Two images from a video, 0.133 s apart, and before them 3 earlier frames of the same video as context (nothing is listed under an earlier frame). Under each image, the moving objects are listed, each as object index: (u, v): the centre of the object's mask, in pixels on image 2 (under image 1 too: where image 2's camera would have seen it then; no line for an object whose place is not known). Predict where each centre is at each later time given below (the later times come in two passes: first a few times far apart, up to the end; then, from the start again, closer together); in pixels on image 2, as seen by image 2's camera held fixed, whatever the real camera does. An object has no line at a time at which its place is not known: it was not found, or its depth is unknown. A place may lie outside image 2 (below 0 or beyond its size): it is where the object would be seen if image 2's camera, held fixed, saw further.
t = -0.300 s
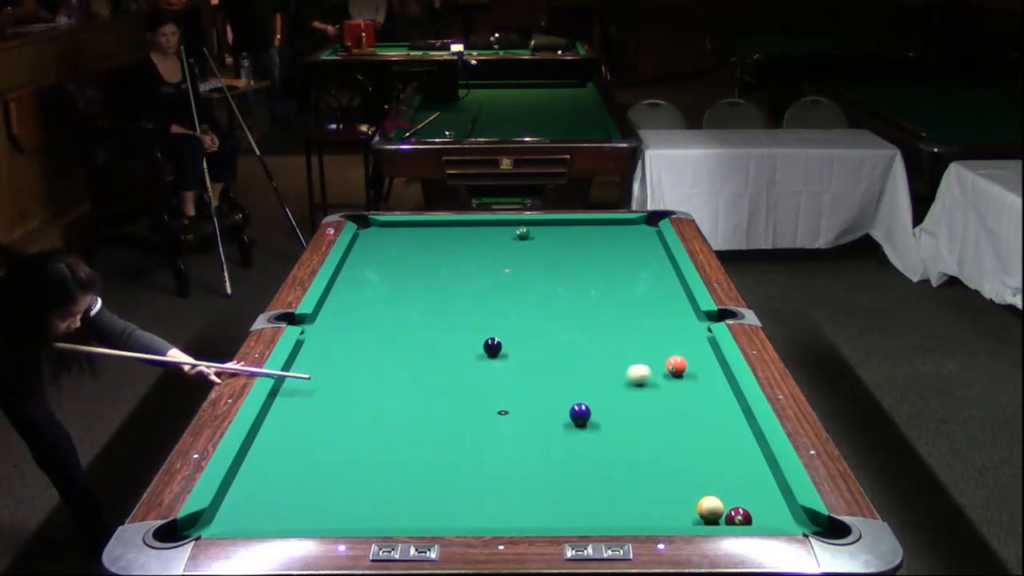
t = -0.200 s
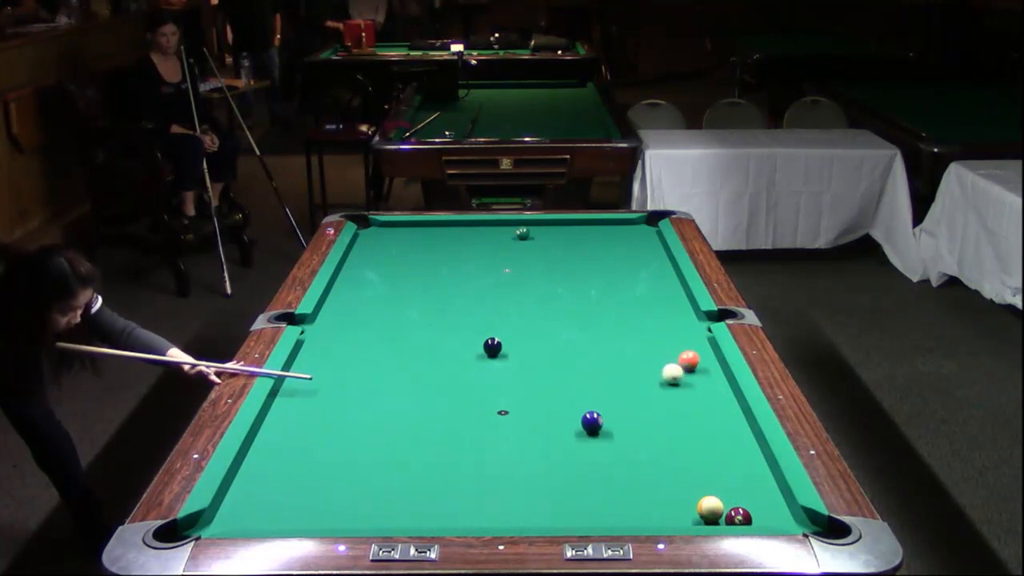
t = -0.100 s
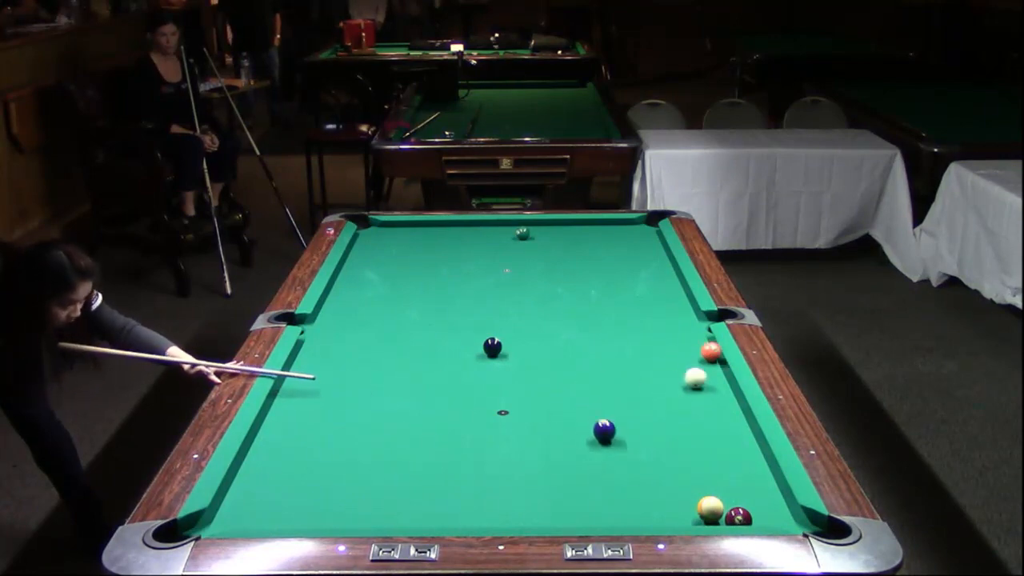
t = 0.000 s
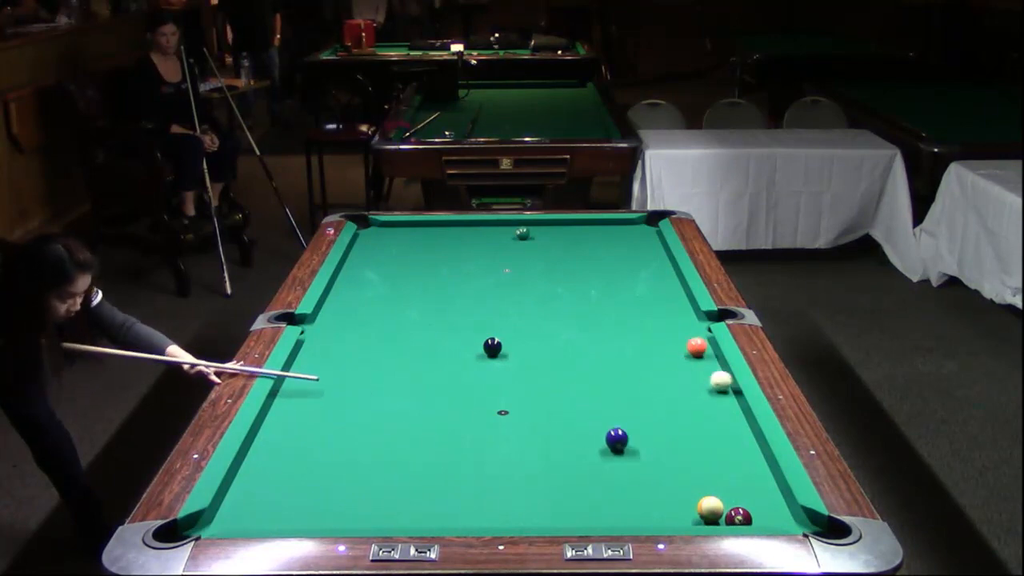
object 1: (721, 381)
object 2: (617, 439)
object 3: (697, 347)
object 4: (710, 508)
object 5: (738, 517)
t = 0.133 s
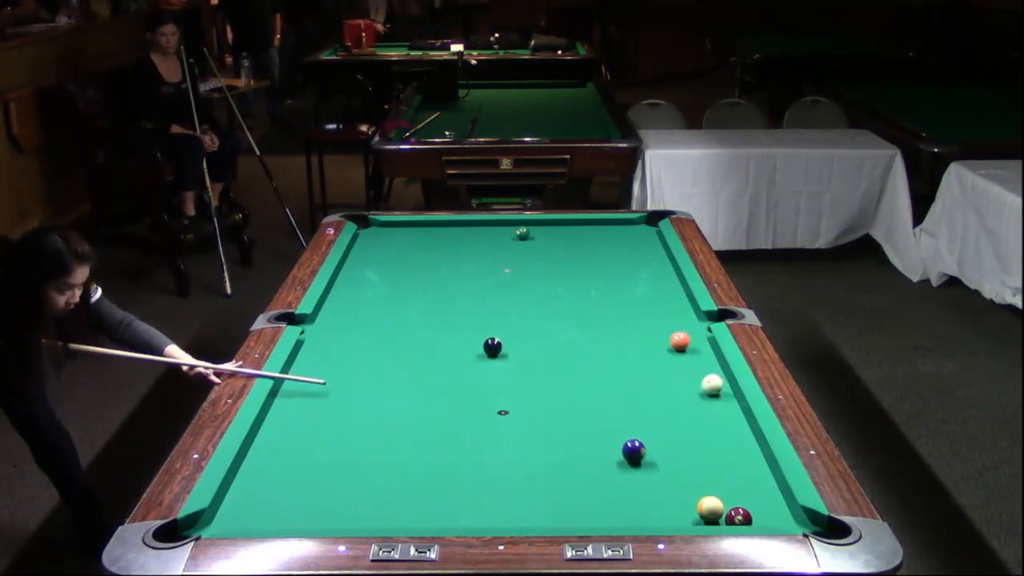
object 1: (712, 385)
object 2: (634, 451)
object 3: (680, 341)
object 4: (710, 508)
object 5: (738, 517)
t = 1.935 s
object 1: (521, 423)
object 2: (753, 509)
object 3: (514, 285)
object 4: (679, 511)
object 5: (789, 512)
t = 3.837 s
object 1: (381, 451)
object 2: (753, 509)
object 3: (425, 254)
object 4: (676, 510)
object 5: (788, 513)
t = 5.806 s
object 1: (328, 463)
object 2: (753, 508)
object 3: (385, 241)
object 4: (676, 510)
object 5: (788, 513)
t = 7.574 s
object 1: (328, 463)
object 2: (753, 508)
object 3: (381, 239)
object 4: (676, 510)
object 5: (788, 513)
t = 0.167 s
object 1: (708, 385)
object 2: (638, 454)
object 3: (676, 339)
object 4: (710, 508)
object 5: (738, 517)
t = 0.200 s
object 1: (704, 386)
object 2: (642, 457)
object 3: (671, 338)
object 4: (710, 508)
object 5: (738, 517)
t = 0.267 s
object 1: (696, 388)
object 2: (651, 463)
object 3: (663, 335)
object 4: (710, 508)
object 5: (738, 517)
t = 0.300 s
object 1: (693, 389)
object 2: (655, 466)
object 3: (659, 334)
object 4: (710, 508)
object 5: (738, 517)
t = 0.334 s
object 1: (689, 389)
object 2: (660, 469)
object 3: (655, 333)
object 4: (710, 508)
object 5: (738, 517)
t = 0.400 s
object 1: (681, 391)
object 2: (669, 476)
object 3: (648, 330)
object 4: (710, 508)
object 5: (738, 517)
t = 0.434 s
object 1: (677, 392)
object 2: (674, 480)
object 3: (644, 329)
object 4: (710, 508)
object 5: (738, 517)
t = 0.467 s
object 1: (673, 393)
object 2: (678, 482)
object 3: (641, 328)
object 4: (710, 508)
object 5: (738, 517)
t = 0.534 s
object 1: (666, 394)
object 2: (687, 488)
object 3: (633, 325)
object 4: (710, 508)
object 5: (738, 517)
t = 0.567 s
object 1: (662, 395)
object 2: (692, 492)
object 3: (630, 324)
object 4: (710, 508)
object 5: (738, 517)
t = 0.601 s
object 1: (658, 396)
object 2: (695, 493)
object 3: (626, 323)
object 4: (710, 508)
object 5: (738, 517)
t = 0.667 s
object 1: (651, 397)
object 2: (701, 494)
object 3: (619, 320)
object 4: (712, 512)
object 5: (740, 517)
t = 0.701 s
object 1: (647, 398)
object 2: (703, 494)
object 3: (616, 319)
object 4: (711, 513)
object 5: (743, 518)
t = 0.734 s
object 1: (643, 398)
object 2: (706, 495)
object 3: (612, 318)
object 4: (710, 513)
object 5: (745, 517)
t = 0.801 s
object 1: (636, 400)
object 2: (712, 497)
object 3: (606, 316)
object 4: (708, 515)
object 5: (748, 517)
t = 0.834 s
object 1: (632, 401)
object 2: (714, 498)
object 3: (603, 315)
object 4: (708, 516)
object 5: (750, 516)
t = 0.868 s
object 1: (628, 402)
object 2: (716, 499)
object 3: (599, 314)
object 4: (706, 516)
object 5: (751, 516)
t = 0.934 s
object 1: (621, 403)
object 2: (720, 502)
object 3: (593, 311)
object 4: (704, 517)
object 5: (754, 516)
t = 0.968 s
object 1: (618, 404)
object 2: (722, 502)
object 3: (590, 310)
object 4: (703, 517)
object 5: (756, 515)
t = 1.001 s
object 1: (614, 405)
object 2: (724, 502)
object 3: (587, 309)
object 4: (701, 517)
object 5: (757, 515)
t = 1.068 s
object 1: (607, 406)
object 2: (728, 503)
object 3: (581, 307)
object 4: (699, 516)
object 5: (760, 515)
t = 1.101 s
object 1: (604, 407)
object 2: (730, 504)
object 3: (578, 306)
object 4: (698, 516)
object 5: (761, 514)
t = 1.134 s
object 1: (600, 407)
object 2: (732, 504)
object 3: (575, 305)
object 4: (697, 516)
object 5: (762, 514)
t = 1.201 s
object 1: (593, 409)
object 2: (736, 505)
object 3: (569, 304)
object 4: (695, 515)
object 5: (765, 514)
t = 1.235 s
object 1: (590, 409)
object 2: (737, 505)
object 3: (566, 303)
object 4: (694, 515)
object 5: (766, 513)
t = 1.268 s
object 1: (586, 410)
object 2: (739, 506)
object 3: (564, 302)
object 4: (693, 515)
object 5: (767, 513)
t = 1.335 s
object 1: (579, 411)
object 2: (743, 506)
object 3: (559, 300)
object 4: (691, 514)
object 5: (769, 513)
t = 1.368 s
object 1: (576, 412)
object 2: (744, 507)
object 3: (556, 299)
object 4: (690, 514)
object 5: (771, 512)
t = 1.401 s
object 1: (572, 413)
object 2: (744, 507)
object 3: (553, 298)
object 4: (689, 514)
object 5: (773, 512)
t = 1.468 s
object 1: (566, 414)
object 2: (746, 507)
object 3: (548, 297)
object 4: (688, 513)
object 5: (776, 512)
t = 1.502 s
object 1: (562, 415)
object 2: (747, 507)
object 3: (545, 296)
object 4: (687, 513)
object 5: (777, 512)
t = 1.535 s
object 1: (559, 415)
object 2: (747, 507)
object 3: (543, 295)
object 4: (686, 513)
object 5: (779, 512)
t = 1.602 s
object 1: (553, 417)
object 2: (749, 508)
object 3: (538, 293)
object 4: (684, 512)
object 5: (781, 511)
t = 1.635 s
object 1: (549, 417)
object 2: (749, 508)
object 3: (535, 292)
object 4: (684, 512)
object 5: (783, 511)
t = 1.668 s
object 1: (546, 418)
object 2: (750, 508)
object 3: (533, 291)
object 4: (683, 512)
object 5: (784, 511)
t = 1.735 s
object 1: (540, 419)
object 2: (751, 508)
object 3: (528, 290)
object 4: (682, 512)
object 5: (787, 511)
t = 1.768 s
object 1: (536, 420)
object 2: (751, 508)
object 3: (526, 289)
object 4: (681, 511)
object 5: (788, 510)
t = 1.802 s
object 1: (533, 420)
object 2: (752, 508)
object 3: (523, 288)
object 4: (681, 511)
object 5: (789, 510)
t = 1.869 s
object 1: (527, 422)
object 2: (752, 509)
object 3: (518, 287)
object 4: (680, 510)
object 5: (789, 510)
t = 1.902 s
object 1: (523, 422)
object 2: (752, 509)
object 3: (516, 286)
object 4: (679, 510)
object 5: (789, 510)
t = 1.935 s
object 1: (521, 423)
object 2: (753, 509)
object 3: (514, 285)
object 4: (679, 511)
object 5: (789, 512)
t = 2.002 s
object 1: (514, 424)
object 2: (753, 509)
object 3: (510, 284)
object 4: (678, 511)
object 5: (788, 511)
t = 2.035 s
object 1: (511, 425)
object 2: (753, 509)
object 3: (507, 283)
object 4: (677, 510)
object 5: (788, 511)
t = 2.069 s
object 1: (508, 426)
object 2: (753, 509)
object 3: (505, 282)
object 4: (677, 510)
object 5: (788, 511)
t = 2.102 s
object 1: (505, 426)
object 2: (753, 509)
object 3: (503, 282)
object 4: (677, 510)
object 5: (787, 512)
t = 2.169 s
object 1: (499, 427)
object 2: (753, 509)
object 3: (499, 280)
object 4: (677, 510)
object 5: (787, 512)
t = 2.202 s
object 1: (496, 428)
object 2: (753, 509)
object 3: (497, 279)
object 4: (676, 510)
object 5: (787, 512)
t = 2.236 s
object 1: (493, 428)
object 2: (753, 509)
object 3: (495, 279)
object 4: (676, 510)
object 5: (787, 512)
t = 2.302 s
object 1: (487, 429)
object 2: (753, 509)
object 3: (491, 278)
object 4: (676, 510)
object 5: (787, 513)
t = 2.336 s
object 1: (485, 430)
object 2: (753, 509)
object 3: (490, 277)
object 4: (676, 510)
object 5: (787, 513)
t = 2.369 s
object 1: (482, 430)
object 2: (753, 509)
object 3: (488, 276)
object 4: (676, 510)
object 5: (788, 513)
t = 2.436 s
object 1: (476, 432)
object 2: (753, 510)
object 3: (484, 275)
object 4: (676, 510)
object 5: (788, 513)
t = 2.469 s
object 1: (473, 432)
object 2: (753, 509)
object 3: (482, 274)
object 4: (676, 510)
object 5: (788, 513)
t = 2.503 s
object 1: (471, 433)
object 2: (753, 509)
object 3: (480, 274)
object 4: (676, 510)
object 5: (788, 513)
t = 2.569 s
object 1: (465, 434)
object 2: (753, 509)
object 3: (477, 273)
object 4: (676, 510)
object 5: (788, 513)
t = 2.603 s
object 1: (462, 434)
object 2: (753, 509)
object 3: (475, 272)
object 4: (676, 510)
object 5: (787, 513)
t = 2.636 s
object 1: (460, 435)
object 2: (753, 509)
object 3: (474, 271)
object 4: (676, 510)
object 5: (787, 513)
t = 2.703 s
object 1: (455, 436)
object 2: (753, 509)
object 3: (470, 270)
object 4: (676, 510)
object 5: (787, 513)
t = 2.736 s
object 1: (452, 436)
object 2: (753, 509)
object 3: (468, 270)
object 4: (676, 510)
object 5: (787, 513)
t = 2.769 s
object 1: (449, 437)
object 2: (753, 509)
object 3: (467, 269)
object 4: (676, 510)
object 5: (787, 513)
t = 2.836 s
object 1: (444, 438)
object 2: (753, 509)
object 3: (464, 268)
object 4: (676, 510)
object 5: (787, 513)
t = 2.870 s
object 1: (442, 438)
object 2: (753, 509)
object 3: (462, 267)
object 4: (676, 510)
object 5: (787, 513)
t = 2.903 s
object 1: (439, 439)
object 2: (753, 509)
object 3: (461, 267)
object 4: (676, 510)
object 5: (787, 513)
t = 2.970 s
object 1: (435, 440)
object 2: (753, 509)
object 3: (457, 266)
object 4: (676, 510)
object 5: (787, 513)
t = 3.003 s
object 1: (432, 440)
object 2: (753, 509)
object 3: (456, 265)
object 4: (676, 510)
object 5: (787, 513)
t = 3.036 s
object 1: (430, 441)
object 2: (753, 509)
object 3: (454, 265)
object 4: (676, 510)
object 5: (787, 513)
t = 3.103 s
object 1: (425, 442)
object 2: (753, 509)
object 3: (452, 264)
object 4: (676, 510)
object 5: (787, 513)
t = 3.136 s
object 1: (423, 442)
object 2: (753, 509)
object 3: (450, 263)
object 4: (676, 510)
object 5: (787, 513)
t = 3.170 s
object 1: (420, 442)
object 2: (753, 509)
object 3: (449, 263)
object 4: (676, 510)
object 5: (787, 513)
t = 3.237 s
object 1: (416, 444)
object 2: (753, 509)
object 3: (446, 262)
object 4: (676, 510)
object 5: (788, 513)
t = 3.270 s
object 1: (414, 444)
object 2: (753, 509)
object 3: (445, 261)
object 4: (676, 510)
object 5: (787, 513)
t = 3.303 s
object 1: (412, 445)
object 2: (753, 509)
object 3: (444, 261)
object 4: (676, 510)
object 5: (788, 513)
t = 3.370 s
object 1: (407, 445)
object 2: (753, 509)
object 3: (441, 260)
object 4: (676, 510)
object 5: (788, 513)
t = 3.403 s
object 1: (405, 446)
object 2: (753, 509)
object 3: (440, 260)
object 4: (676, 510)
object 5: (788, 513)
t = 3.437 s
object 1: (403, 446)
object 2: (753, 509)
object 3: (438, 259)
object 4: (676, 510)
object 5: (788, 513)
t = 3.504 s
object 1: (399, 447)
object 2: (753, 509)
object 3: (436, 258)
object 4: (676, 510)
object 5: (788, 513)
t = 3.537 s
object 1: (397, 447)
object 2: (753, 509)
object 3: (435, 258)
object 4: (676, 510)
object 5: (788, 513)
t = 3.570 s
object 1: (395, 448)
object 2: (753, 509)
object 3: (434, 258)
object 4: (676, 510)
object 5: (788, 513)
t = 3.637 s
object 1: (391, 449)
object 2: (753, 509)
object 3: (431, 257)
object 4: (676, 510)
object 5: (788, 513)
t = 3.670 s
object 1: (390, 449)
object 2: (753, 509)
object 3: (430, 256)
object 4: (676, 510)
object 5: (788, 513)
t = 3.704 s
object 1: (388, 449)
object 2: (753, 509)
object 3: (429, 256)
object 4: (676, 510)
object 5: (788, 513)
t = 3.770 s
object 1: (384, 450)
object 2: (753, 509)
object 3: (427, 255)
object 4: (676, 510)
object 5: (788, 513)
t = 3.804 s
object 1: (383, 450)
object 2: (753, 509)
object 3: (426, 255)
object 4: (676, 510)
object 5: (788, 513)
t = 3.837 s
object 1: (381, 451)
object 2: (753, 509)
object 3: (425, 254)
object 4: (676, 510)
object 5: (788, 513)
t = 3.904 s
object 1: (377, 451)
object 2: (753, 509)
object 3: (423, 254)
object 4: (676, 510)
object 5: (788, 513)
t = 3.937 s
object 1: (376, 452)
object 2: (753, 509)
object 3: (422, 253)
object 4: (676, 510)
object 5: (788, 513)
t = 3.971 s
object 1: (374, 453)
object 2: (753, 509)
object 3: (421, 253)
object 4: (676, 510)
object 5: (788, 513)
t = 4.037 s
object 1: (371, 453)
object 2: (753, 509)
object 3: (419, 252)
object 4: (676, 510)
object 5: (788, 513)
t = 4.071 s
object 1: (369, 454)
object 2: (753, 509)
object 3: (418, 252)
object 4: (676, 510)
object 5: (788, 513)
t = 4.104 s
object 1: (368, 454)
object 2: (753, 509)
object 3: (417, 251)
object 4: (676, 510)
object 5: (788, 513)
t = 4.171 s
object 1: (365, 455)
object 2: (753, 509)
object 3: (415, 251)
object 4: (676, 510)
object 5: (788, 513)
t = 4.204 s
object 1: (363, 455)
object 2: (753, 509)
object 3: (414, 250)
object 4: (676, 510)
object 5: (788, 513)
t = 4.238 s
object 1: (362, 455)
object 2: (753, 509)
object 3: (413, 250)
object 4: (676, 510)
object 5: (788, 513)
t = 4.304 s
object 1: (359, 456)
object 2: (753, 509)
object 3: (411, 250)
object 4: (676, 510)
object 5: (788, 513)
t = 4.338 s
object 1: (358, 456)
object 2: (753, 509)
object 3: (410, 249)
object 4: (676, 510)
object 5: (788, 513)
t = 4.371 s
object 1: (356, 457)
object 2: (753, 509)
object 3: (410, 249)
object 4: (676, 510)
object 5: (788, 513)
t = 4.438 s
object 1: (354, 457)
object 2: (753, 509)
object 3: (408, 248)
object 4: (676, 510)
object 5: (788, 513)
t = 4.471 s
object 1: (353, 457)
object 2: (753, 509)
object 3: (407, 248)
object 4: (676, 510)
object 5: (788, 513)
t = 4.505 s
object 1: (352, 458)
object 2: (753, 509)
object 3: (407, 248)
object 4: (676, 510)
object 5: (788, 513)
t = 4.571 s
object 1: (349, 458)
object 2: (753, 509)
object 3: (405, 247)
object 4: (676, 510)
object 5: (788, 513)
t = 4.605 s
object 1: (348, 458)
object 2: (753, 509)
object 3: (404, 247)
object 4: (676, 510)
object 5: (788, 513)
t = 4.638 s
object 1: (347, 459)
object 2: (753, 509)
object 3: (403, 247)
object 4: (676, 510)
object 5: (788, 513)
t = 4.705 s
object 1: (345, 459)
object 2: (753, 509)
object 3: (402, 246)
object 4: (676, 510)
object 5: (788, 513)
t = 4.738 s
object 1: (344, 459)
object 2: (753, 509)
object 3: (401, 246)
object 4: (676, 510)
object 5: (788, 513)
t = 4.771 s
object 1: (343, 459)
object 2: (753, 509)
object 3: (400, 246)
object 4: (676, 510)
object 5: (788, 513)
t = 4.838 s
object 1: (342, 459)
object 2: (753, 509)
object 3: (399, 245)
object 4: (676, 510)
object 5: (788, 513)
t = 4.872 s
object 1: (340, 460)
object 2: (753, 509)
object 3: (398, 245)
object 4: (676, 510)
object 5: (788, 513)
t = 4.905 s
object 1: (340, 460)
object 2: (753, 509)
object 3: (398, 245)
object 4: (676, 510)
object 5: (788, 513)
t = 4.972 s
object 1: (338, 460)
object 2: (753, 509)
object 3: (396, 244)
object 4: (676, 510)
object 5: (788, 513)
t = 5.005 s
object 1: (337, 461)
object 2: (753, 509)
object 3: (396, 244)
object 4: (676, 510)
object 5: (788, 513)
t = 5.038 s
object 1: (336, 461)
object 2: (753, 509)
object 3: (395, 244)
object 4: (676, 510)
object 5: (788, 513)
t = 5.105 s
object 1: (335, 461)
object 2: (753, 509)
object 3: (394, 244)
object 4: (676, 510)
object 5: (788, 513)
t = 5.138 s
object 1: (334, 461)
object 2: (753, 509)
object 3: (393, 243)
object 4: (676, 510)
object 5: (788, 513)
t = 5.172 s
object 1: (334, 461)
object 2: (753, 509)
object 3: (393, 243)
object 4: (676, 510)
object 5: (788, 513)
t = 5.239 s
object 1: (332, 462)
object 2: (753, 509)
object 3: (392, 243)
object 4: (676, 510)
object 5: (788, 513)
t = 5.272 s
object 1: (332, 462)
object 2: (753, 509)
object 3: (391, 243)
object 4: (676, 510)
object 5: (788, 513)
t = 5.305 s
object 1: (332, 462)
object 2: (753, 509)
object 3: (391, 243)
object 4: (676, 510)
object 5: (788, 513)
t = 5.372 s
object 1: (331, 462)
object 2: (753, 509)
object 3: (390, 242)
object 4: (676, 510)
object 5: (788, 513)
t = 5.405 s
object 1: (330, 462)
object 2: (753, 509)
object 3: (389, 242)
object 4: (676, 510)
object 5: (788, 513)
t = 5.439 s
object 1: (330, 462)
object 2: (753, 509)
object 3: (389, 242)
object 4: (676, 510)
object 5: (788, 513)
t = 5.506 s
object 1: (329, 463)
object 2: (753, 509)
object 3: (388, 242)
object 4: (676, 510)
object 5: (788, 513)
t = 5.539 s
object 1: (329, 463)
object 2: (753, 509)
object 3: (387, 242)
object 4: (676, 510)
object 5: (788, 513)
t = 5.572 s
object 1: (329, 463)
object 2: (753, 509)
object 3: (387, 242)
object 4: (676, 510)
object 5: (788, 513)
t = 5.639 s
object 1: (328, 463)
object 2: (753, 508)
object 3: (386, 241)
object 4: (676, 510)
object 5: (787, 513)
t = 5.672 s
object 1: (328, 463)
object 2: (753, 508)
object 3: (386, 241)
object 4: (676, 510)
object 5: (788, 513)
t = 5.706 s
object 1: (328, 463)
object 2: (753, 508)
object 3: (386, 241)
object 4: (676, 510)
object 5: (787, 513)
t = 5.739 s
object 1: (328, 463)
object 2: (753, 508)
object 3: (385, 241)
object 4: (676, 510)
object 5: (788, 513)
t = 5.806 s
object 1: (328, 463)
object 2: (753, 508)
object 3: (385, 241)
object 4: (676, 510)
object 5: (788, 513)
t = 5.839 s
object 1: (328, 463)
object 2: (753, 508)
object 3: (384, 241)
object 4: (676, 510)
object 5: (788, 513)
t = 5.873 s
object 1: (328, 463)
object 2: (753, 508)
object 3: (384, 240)
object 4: (676, 510)
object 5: (788, 513)
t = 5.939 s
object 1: (328, 463)
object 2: (753, 508)
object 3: (383, 240)
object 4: (676, 510)
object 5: (788, 513)
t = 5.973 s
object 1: (328, 463)
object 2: (753, 508)
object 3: (383, 240)
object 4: (676, 510)
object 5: (788, 513)
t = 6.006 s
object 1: (328, 463)
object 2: (753, 508)
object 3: (383, 240)
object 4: (676, 510)
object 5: (788, 513)
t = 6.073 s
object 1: (328, 463)
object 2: (753, 508)
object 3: (383, 240)
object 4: (676, 510)
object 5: (788, 513)
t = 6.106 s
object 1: (328, 463)
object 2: (753, 508)
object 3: (383, 240)
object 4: (676, 510)
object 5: (788, 513)
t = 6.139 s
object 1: (328, 463)
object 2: (753, 508)
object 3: (383, 240)
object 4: (676, 510)
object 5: (788, 513)
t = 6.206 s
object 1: (328, 463)
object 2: (753, 508)
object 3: (382, 239)
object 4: (676, 510)
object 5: (788, 513)
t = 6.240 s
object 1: (328, 463)
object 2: (753, 508)
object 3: (382, 239)
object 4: (676, 510)
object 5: (788, 513)
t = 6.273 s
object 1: (328, 463)
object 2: (753, 508)
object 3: (382, 239)
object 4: (676, 510)
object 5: (788, 513)
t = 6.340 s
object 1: (328, 463)
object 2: (753, 508)
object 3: (382, 239)
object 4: (676, 510)
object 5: (788, 513)
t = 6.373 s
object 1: (328, 463)
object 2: (753, 508)
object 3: (382, 239)
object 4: (676, 510)
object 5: (788, 513)
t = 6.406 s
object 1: (328, 463)
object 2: (753, 508)
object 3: (382, 239)
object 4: (676, 510)
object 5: (788, 513)
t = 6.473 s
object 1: (328, 463)
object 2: (753, 508)
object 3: (381, 239)
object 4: (676, 510)
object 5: (788, 513)
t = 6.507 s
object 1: (328, 463)
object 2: (753, 508)
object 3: (381, 239)
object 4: (676, 510)
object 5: (788, 513)
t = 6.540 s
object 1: (328, 463)
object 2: (753, 508)
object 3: (381, 239)
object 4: (676, 510)
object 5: (788, 513)
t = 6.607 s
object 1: (328, 463)
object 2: (753, 508)
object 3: (381, 239)
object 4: (676, 510)
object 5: (788, 513)
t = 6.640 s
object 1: (328, 463)
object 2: (753, 508)
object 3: (381, 239)
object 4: (676, 510)
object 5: (788, 513)
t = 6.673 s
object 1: (328, 463)
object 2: (753, 508)
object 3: (381, 239)
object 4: (676, 510)
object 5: (788, 513)
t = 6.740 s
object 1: (328, 463)
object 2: (753, 508)
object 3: (381, 239)
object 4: (676, 510)
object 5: (787, 513)
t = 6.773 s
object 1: (328, 463)
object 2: (753, 508)
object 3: (381, 239)
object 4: (676, 510)
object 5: (788, 513)
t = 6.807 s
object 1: (328, 463)
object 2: (753, 508)
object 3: (381, 239)
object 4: (676, 510)
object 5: (788, 513)
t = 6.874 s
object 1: (328, 463)
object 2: (753, 508)
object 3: (381, 239)
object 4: (676, 510)
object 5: (788, 513)
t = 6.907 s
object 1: (328, 463)
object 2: (753, 508)
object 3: (381, 239)
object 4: (676, 510)
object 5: (788, 513)
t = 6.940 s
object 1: (328, 463)
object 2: (753, 508)
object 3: (381, 239)
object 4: (676, 510)
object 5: (788, 513)
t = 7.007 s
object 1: (328, 463)
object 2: (753, 508)
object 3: (381, 239)
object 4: (676, 510)
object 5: (788, 513)
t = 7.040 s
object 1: (328, 463)
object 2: (753, 508)
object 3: (381, 239)
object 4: (676, 510)
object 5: (788, 513)
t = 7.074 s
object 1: (328, 463)
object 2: (753, 508)
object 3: (381, 239)
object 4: (676, 510)
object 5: (788, 513)
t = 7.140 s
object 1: (328, 463)
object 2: (753, 508)
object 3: (381, 239)
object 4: (676, 510)
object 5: (788, 513)
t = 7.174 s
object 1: (328, 463)
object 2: (753, 508)
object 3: (381, 239)
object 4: (676, 510)
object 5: (788, 513)
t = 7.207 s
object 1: (328, 463)
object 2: (753, 508)
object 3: (381, 239)
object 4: (676, 510)
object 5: (788, 513)
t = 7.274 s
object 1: (328, 463)
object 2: (753, 508)
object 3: (381, 239)
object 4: (676, 510)
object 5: (788, 513)
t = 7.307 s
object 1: (328, 463)
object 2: (753, 508)
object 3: (381, 239)
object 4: (676, 510)
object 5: (787, 513)
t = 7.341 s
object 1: (328, 463)
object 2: (753, 508)
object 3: (381, 239)
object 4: (676, 510)
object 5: (788, 513)
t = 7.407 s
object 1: (328, 463)
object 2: (753, 508)
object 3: (381, 239)
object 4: (676, 510)
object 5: (788, 513)
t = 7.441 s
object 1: (328, 463)
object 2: (753, 508)
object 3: (381, 239)
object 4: (676, 510)
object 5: (788, 513)
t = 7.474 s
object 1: (328, 463)
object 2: (753, 508)
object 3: (381, 239)
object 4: (676, 510)
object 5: (788, 513)
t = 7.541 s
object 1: (328, 463)
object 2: (753, 508)
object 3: (381, 239)
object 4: (676, 510)
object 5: (788, 513)
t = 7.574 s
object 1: (328, 463)
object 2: (753, 508)
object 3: (381, 239)
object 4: (676, 510)
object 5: (788, 513)
